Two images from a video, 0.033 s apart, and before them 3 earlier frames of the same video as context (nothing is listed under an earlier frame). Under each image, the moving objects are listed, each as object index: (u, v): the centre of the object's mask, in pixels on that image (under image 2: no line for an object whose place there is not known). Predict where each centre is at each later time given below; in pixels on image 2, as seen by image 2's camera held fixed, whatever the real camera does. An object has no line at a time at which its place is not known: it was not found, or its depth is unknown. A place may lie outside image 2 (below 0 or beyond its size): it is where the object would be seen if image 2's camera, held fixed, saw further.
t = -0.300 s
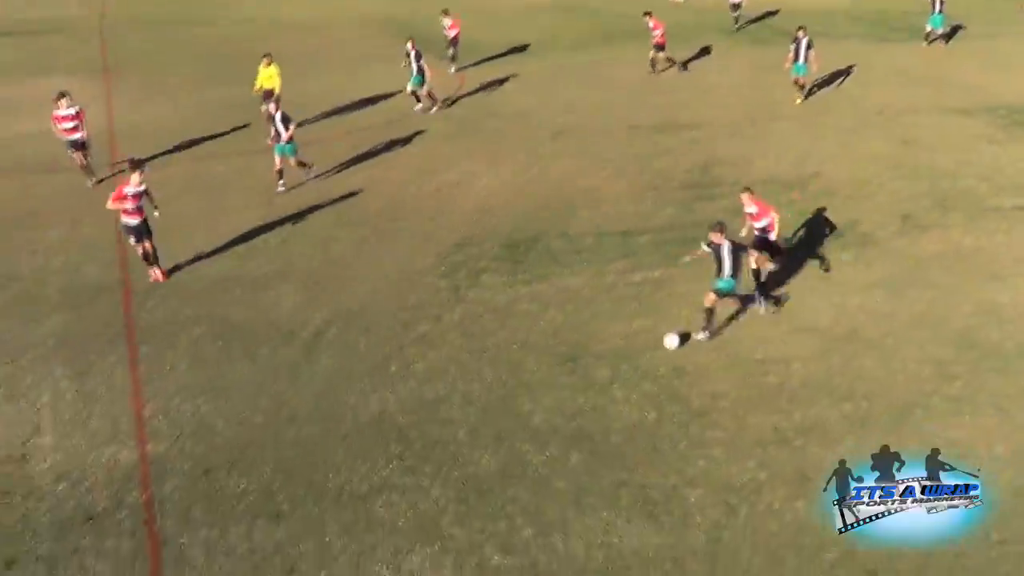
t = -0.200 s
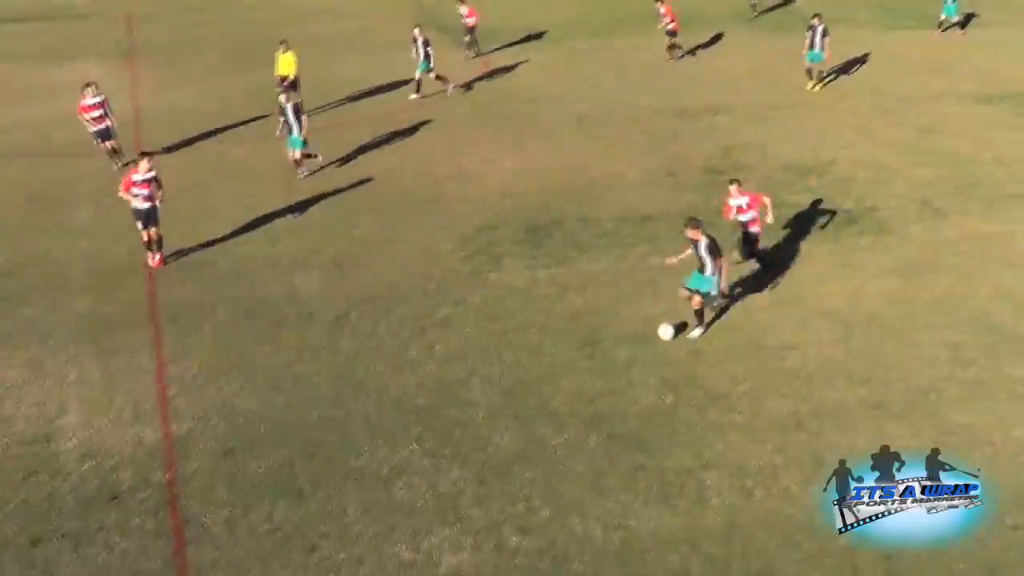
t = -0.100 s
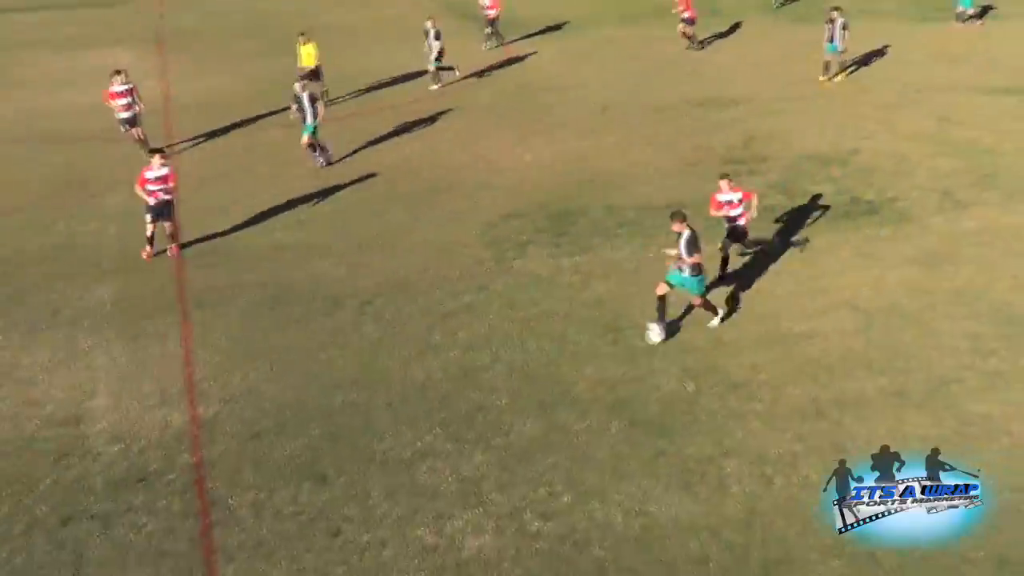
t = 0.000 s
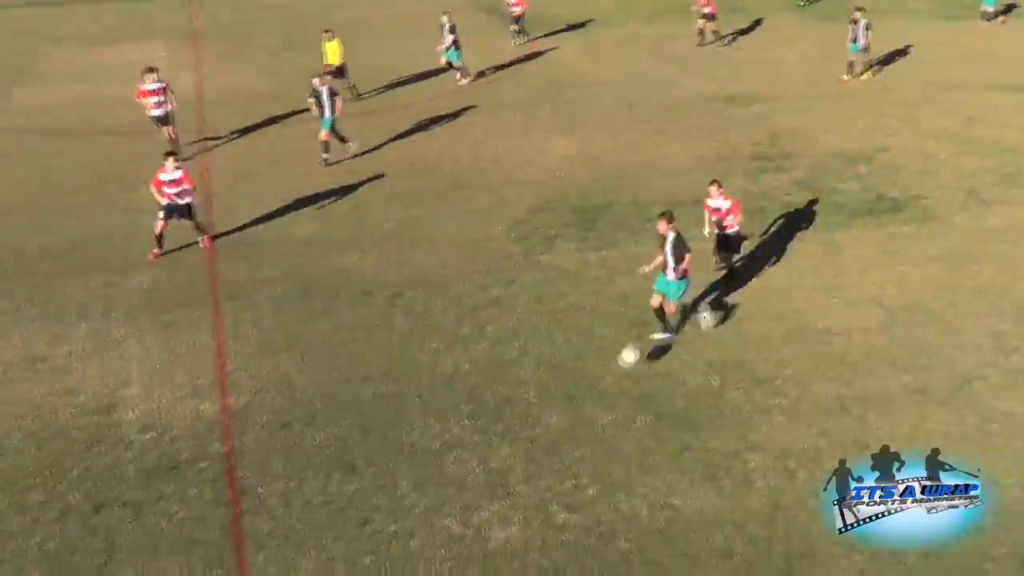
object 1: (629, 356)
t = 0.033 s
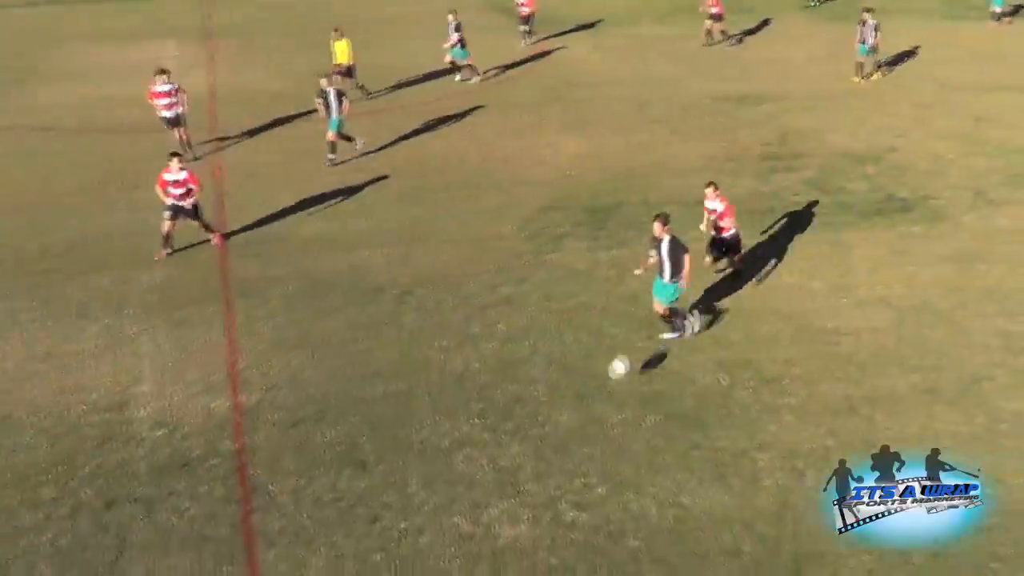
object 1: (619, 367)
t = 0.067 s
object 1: (599, 381)
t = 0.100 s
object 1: (578, 396)
